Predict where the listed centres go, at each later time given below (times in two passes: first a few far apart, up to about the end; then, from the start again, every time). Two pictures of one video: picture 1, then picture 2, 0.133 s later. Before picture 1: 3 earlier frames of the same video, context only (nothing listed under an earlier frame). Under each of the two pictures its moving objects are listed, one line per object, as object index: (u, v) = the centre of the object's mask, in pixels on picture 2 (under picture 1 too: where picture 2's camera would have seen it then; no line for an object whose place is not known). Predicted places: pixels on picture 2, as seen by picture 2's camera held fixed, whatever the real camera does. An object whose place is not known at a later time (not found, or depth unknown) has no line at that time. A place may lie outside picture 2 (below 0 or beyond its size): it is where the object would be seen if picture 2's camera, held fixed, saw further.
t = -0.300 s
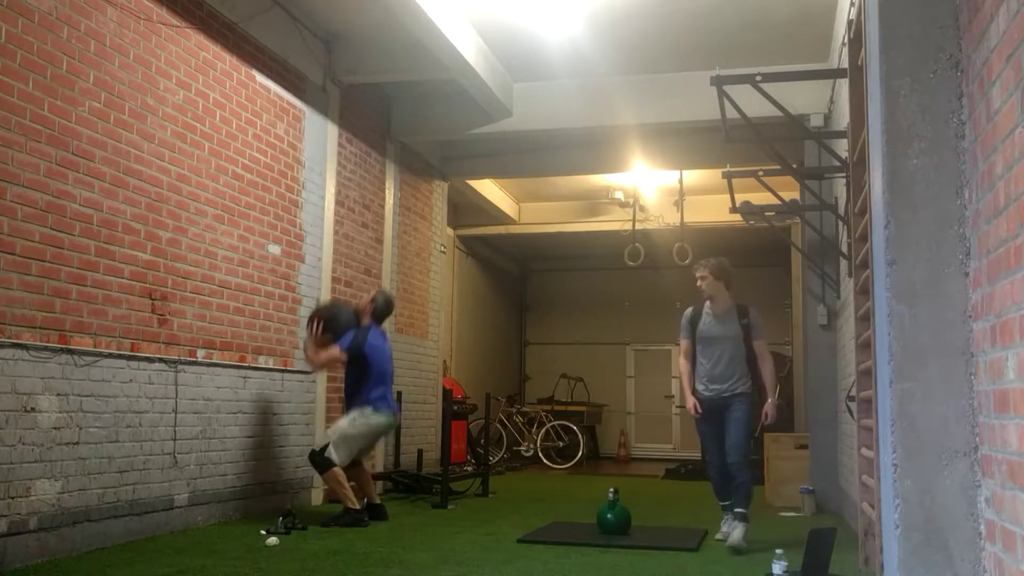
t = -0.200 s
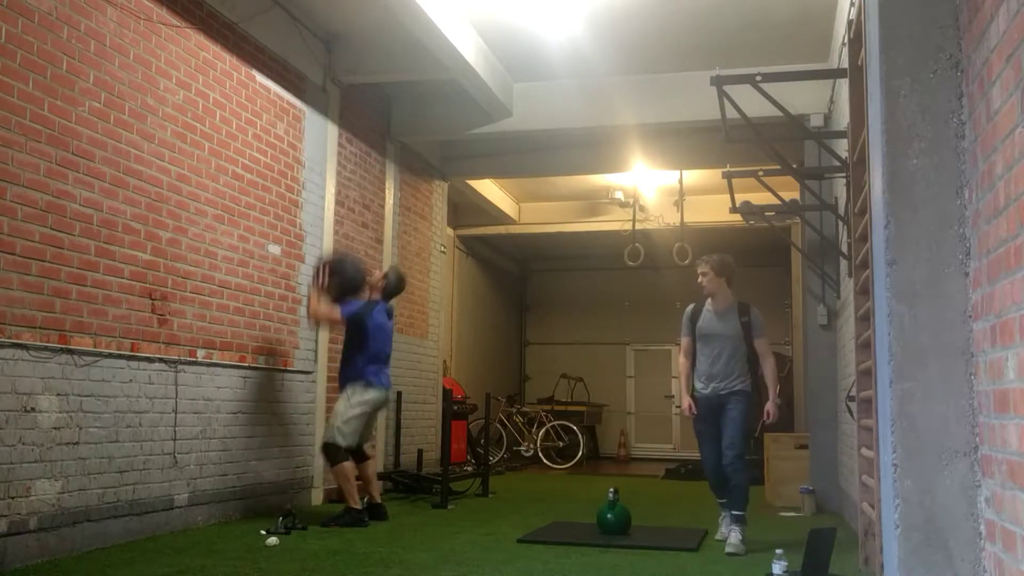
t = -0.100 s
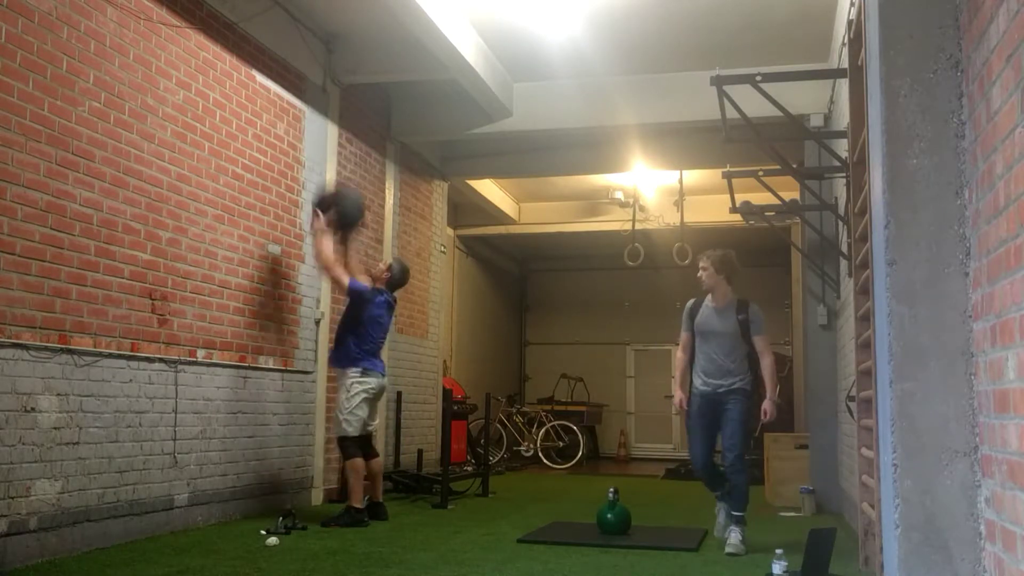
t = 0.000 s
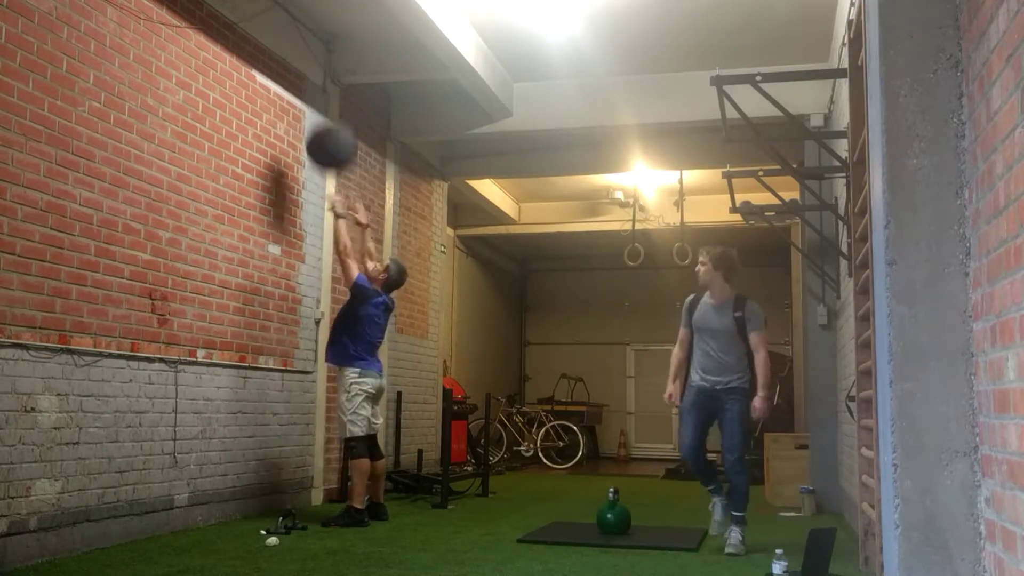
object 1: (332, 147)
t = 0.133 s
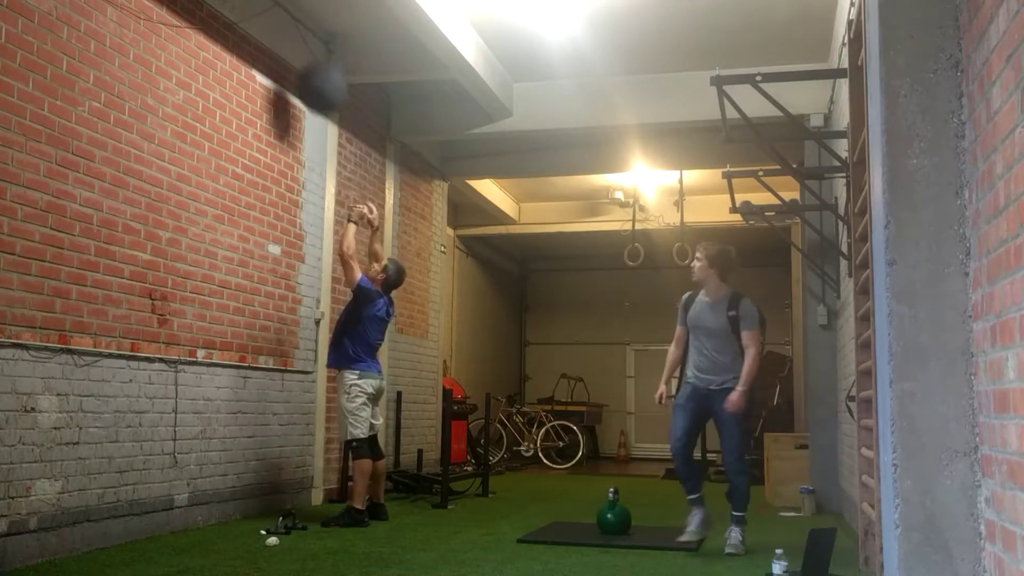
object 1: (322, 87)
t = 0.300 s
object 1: (310, 49)
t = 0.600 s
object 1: (309, 64)
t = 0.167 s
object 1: (319, 77)
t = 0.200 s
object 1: (317, 68)
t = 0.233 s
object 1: (315, 60)
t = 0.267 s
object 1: (312, 55)
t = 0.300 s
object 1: (310, 49)
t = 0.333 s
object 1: (307, 46)
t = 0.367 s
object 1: (304, 45)
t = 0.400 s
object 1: (302, 44)
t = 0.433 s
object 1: (300, 45)
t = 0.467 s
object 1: (301, 46)
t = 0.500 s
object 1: (302, 49)
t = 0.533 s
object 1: (305, 53)
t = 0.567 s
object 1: (306, 58)
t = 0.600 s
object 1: (309, 64)
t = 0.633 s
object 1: (311, 72)
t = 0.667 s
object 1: (313, 84)
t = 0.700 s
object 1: (314, 94)
